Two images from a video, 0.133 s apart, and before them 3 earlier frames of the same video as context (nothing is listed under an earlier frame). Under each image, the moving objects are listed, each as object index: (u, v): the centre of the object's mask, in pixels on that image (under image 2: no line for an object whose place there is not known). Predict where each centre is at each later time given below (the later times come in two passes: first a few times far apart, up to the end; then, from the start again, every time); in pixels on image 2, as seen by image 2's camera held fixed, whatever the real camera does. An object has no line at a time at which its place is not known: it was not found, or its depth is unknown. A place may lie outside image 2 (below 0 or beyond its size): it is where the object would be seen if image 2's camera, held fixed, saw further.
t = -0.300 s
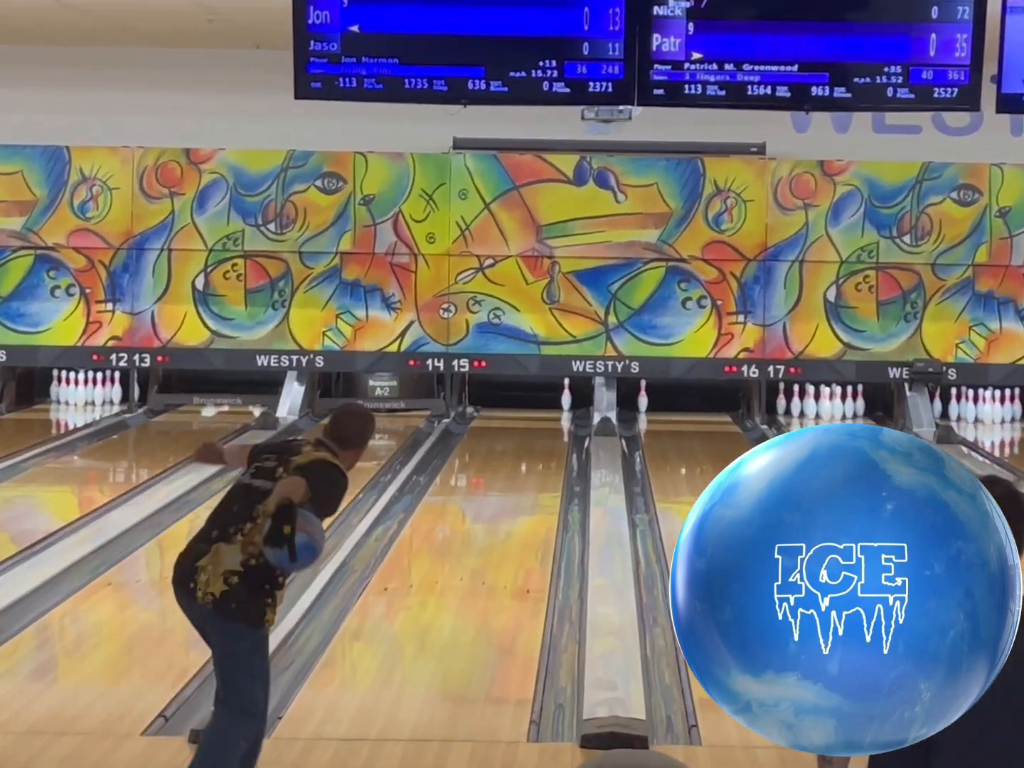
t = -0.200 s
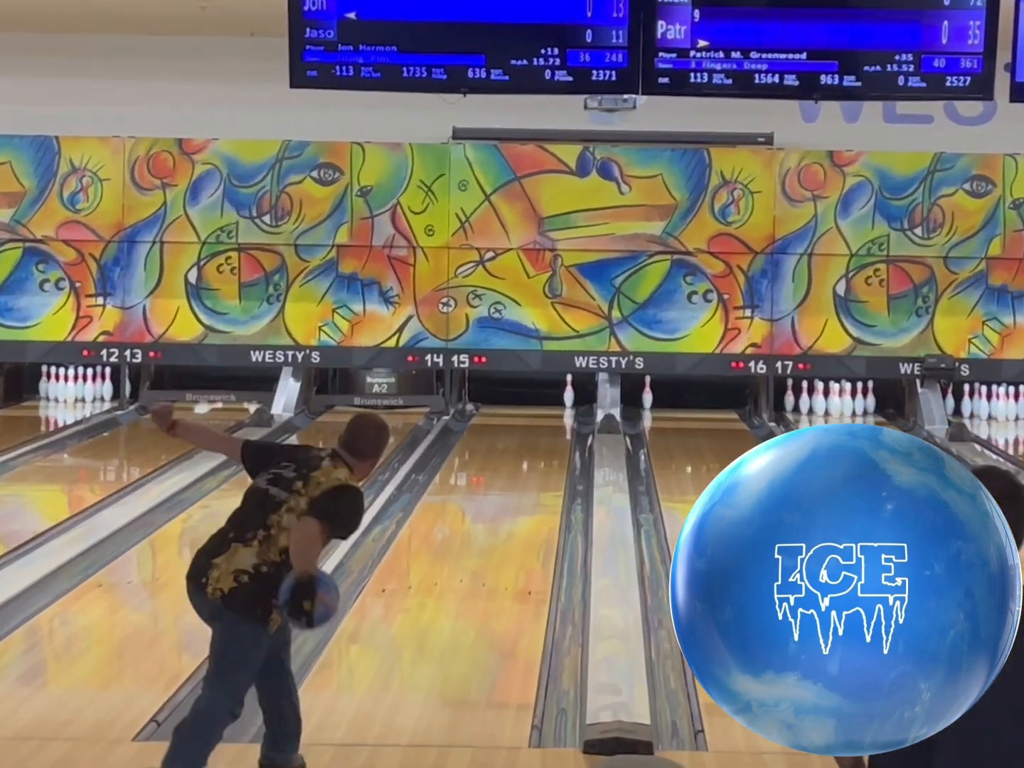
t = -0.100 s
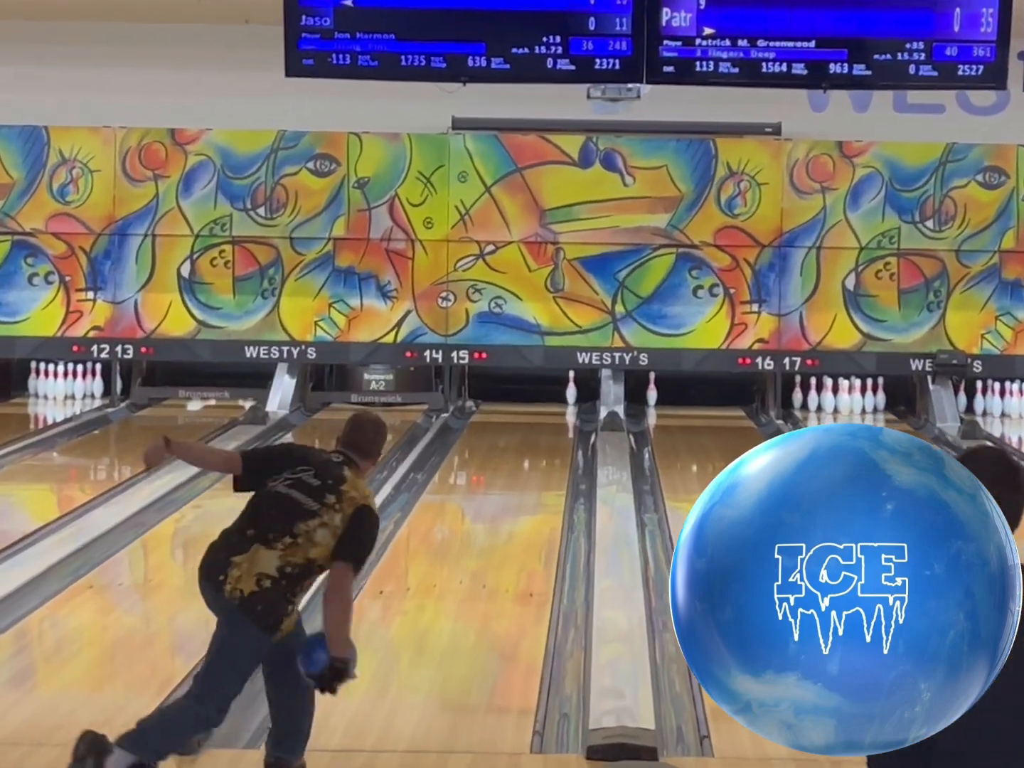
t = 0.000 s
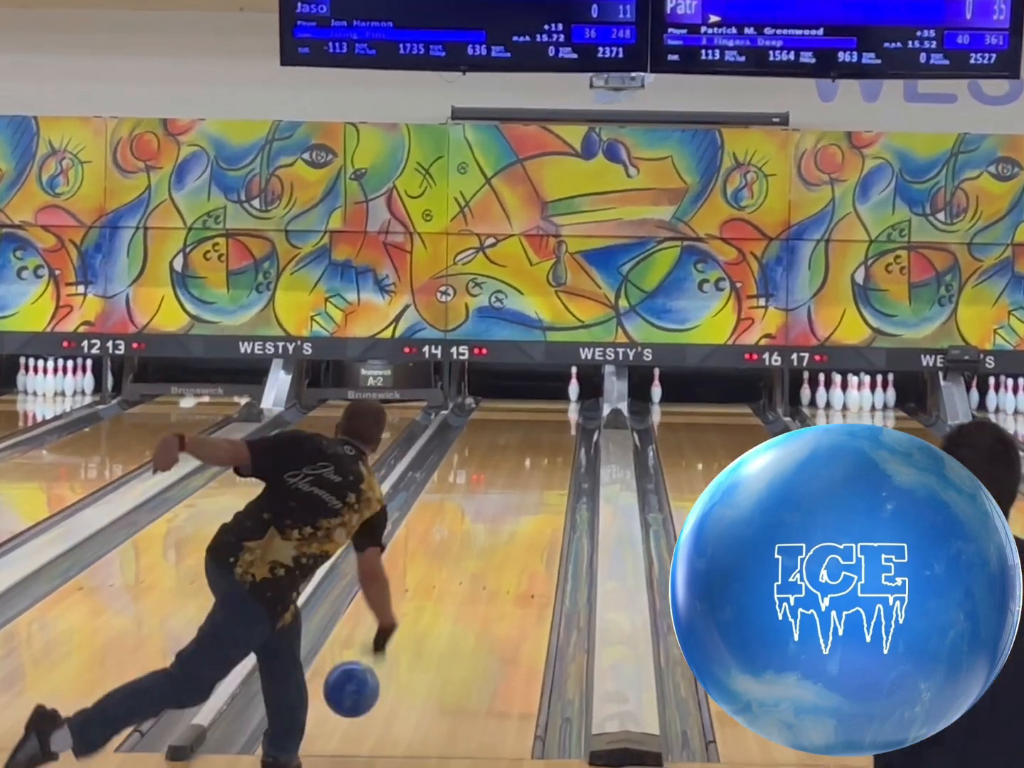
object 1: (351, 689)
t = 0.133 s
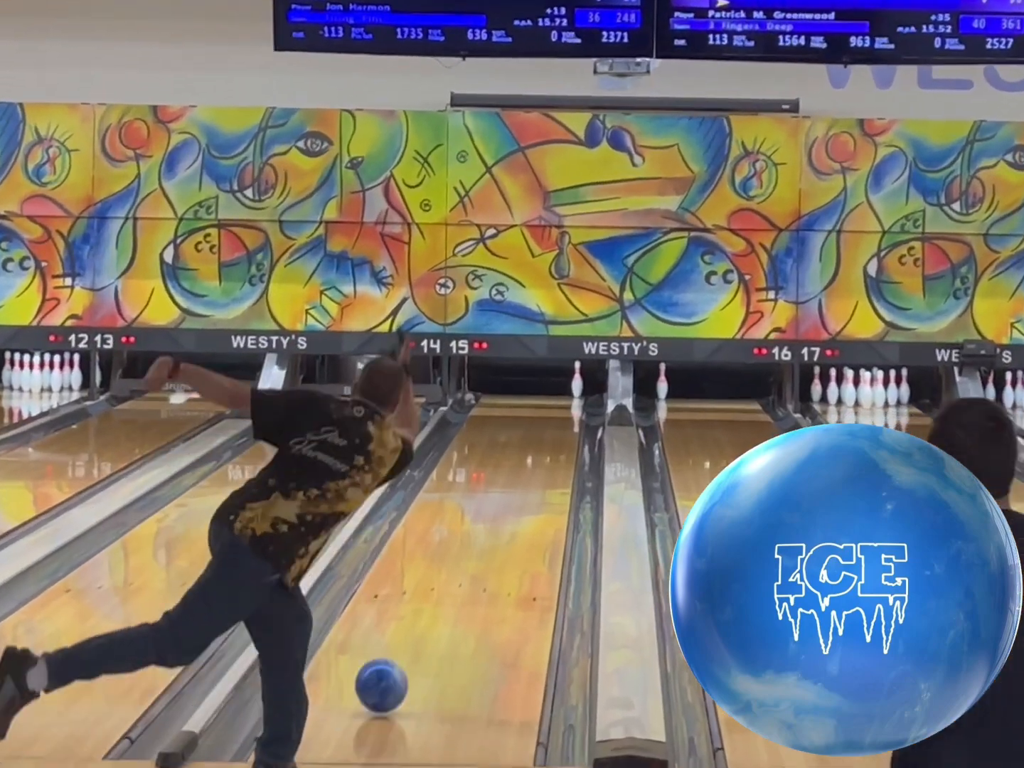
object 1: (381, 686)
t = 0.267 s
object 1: (411, 645)
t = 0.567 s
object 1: (460, 574)
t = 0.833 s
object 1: (491, 529)
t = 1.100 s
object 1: (514, 495)
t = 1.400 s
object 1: (535, 463)
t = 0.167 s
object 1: (390, 674)
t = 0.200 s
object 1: (397, 665)
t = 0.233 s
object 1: (404, 654)
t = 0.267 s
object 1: (411, 645)
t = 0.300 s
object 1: (418, 635)
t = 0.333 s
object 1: (424, 626)
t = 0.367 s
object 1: (430, 618)
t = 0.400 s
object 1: (435, 609)
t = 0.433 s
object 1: (441, 601)
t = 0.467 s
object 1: (446, 594)
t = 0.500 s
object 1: (452, 587)
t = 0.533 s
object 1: (456, 580)
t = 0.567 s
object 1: (460, 574)
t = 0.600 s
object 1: (465, 568)
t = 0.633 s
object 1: (469, 562)
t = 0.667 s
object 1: (473, 556)
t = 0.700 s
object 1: (476, 550)
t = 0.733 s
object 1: (480, 545)
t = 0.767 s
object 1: (484, 539)
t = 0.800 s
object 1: (488, 534)
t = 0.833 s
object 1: (491, 529)
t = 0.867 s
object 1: (494, 525)
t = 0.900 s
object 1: (497, 520)
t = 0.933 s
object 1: (501, 515)
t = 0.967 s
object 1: (503, 511)
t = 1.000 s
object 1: (506, 507)
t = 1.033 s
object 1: (509, 503)
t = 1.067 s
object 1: (512, 499)
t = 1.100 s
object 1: (514, 495)
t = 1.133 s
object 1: (516, 491)
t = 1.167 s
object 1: (519, 487)
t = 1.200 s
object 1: (522, 484)
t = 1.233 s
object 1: (524, 480)
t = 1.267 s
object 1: (526, 477)
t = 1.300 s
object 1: (528, 473)
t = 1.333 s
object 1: (531, 470)
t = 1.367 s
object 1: (534, 466)
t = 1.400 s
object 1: (535, 463)
